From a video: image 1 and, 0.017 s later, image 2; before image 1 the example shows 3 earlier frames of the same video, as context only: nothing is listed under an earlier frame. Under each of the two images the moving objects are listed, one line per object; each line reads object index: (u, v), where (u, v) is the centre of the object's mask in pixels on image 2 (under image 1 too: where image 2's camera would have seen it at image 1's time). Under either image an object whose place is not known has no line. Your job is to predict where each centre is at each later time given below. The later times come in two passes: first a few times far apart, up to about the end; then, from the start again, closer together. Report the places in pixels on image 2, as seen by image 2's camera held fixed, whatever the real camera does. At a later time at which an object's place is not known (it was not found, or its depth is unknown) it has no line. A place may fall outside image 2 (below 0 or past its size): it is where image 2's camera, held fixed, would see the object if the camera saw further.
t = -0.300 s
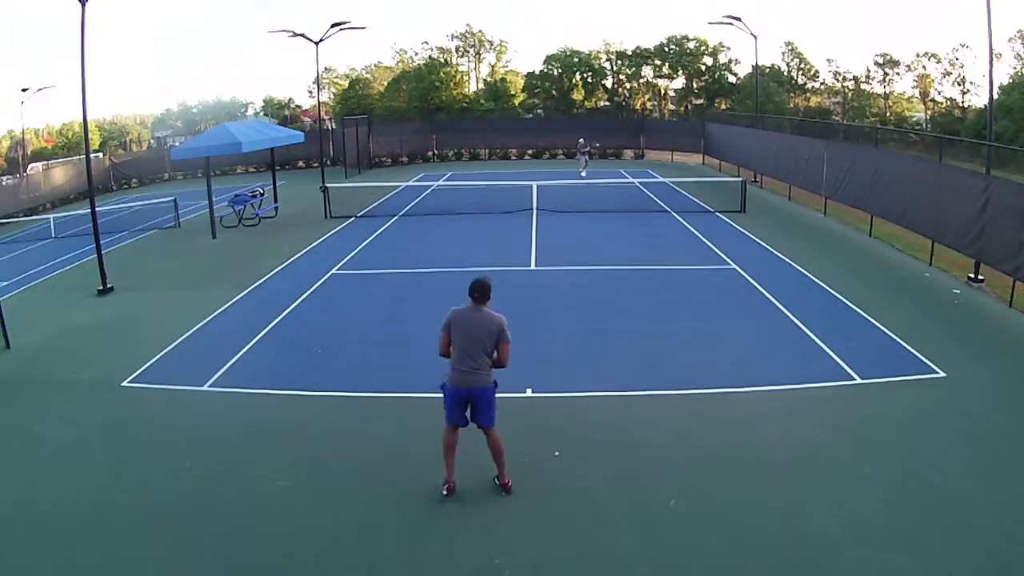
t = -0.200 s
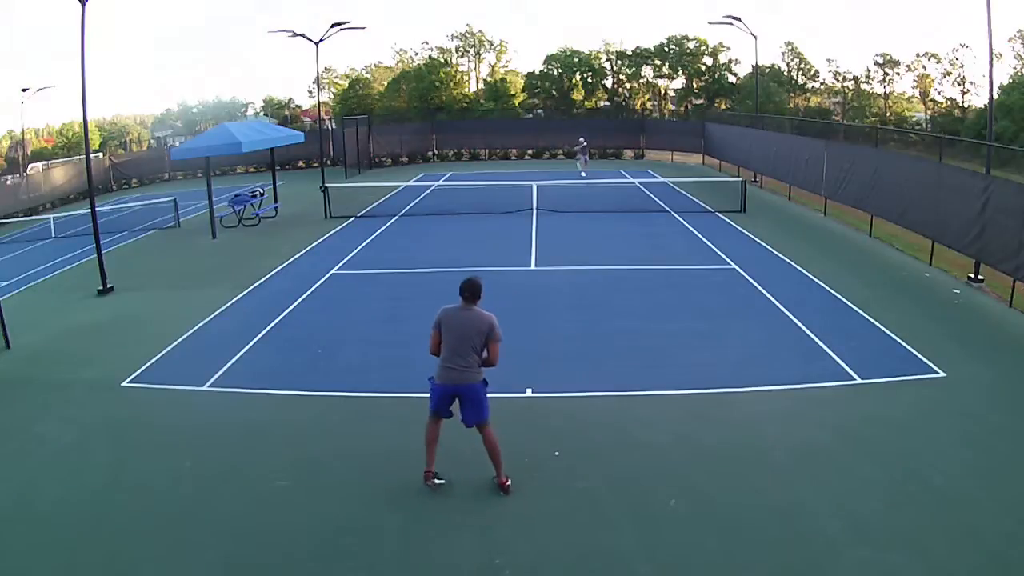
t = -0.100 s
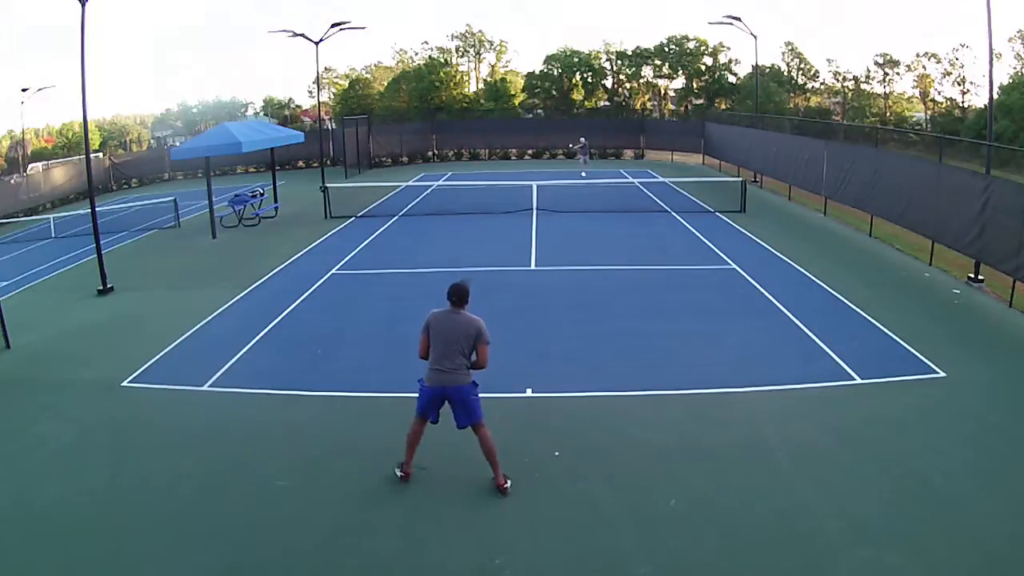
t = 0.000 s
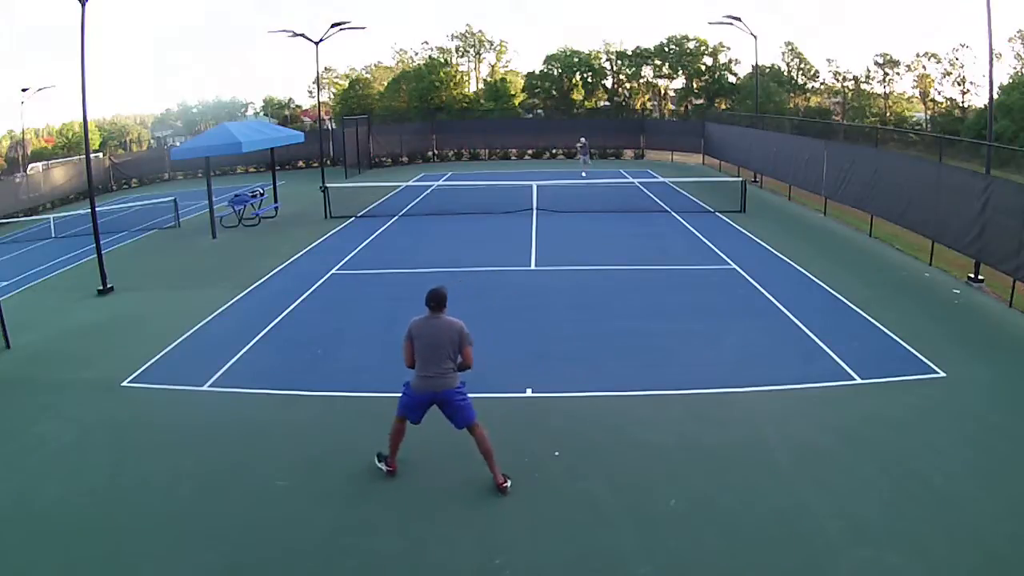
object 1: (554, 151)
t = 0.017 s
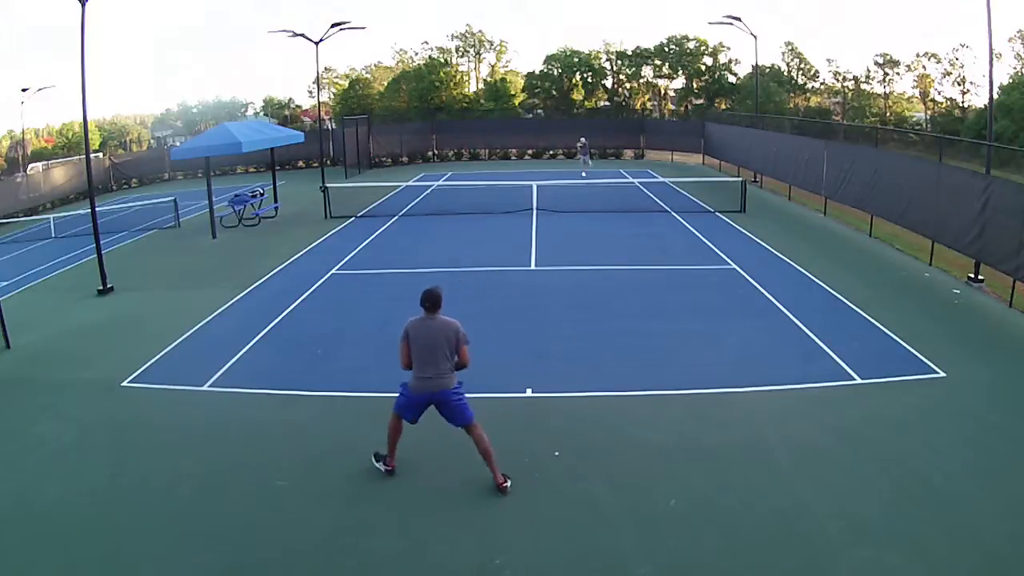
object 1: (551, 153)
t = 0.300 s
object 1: (486, 202)
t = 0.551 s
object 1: (405, 268)
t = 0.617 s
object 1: (386, 268)
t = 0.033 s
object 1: (548, 154)
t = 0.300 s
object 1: (486, 202)
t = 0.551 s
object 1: (405, 268)
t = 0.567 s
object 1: (401, 267)
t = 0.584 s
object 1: (396, 267)
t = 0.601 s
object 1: (389, 268)
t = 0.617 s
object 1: (386, 268)
